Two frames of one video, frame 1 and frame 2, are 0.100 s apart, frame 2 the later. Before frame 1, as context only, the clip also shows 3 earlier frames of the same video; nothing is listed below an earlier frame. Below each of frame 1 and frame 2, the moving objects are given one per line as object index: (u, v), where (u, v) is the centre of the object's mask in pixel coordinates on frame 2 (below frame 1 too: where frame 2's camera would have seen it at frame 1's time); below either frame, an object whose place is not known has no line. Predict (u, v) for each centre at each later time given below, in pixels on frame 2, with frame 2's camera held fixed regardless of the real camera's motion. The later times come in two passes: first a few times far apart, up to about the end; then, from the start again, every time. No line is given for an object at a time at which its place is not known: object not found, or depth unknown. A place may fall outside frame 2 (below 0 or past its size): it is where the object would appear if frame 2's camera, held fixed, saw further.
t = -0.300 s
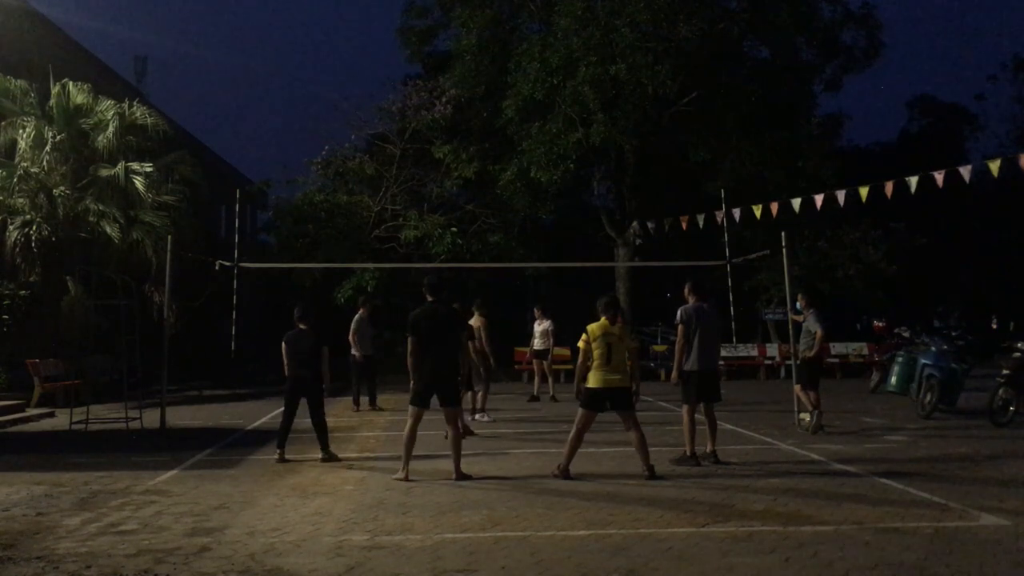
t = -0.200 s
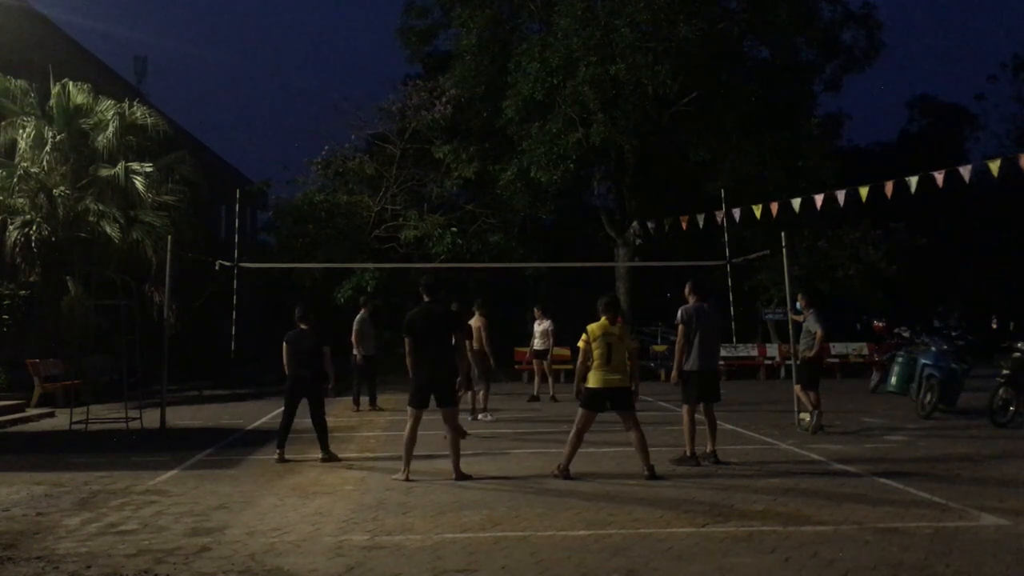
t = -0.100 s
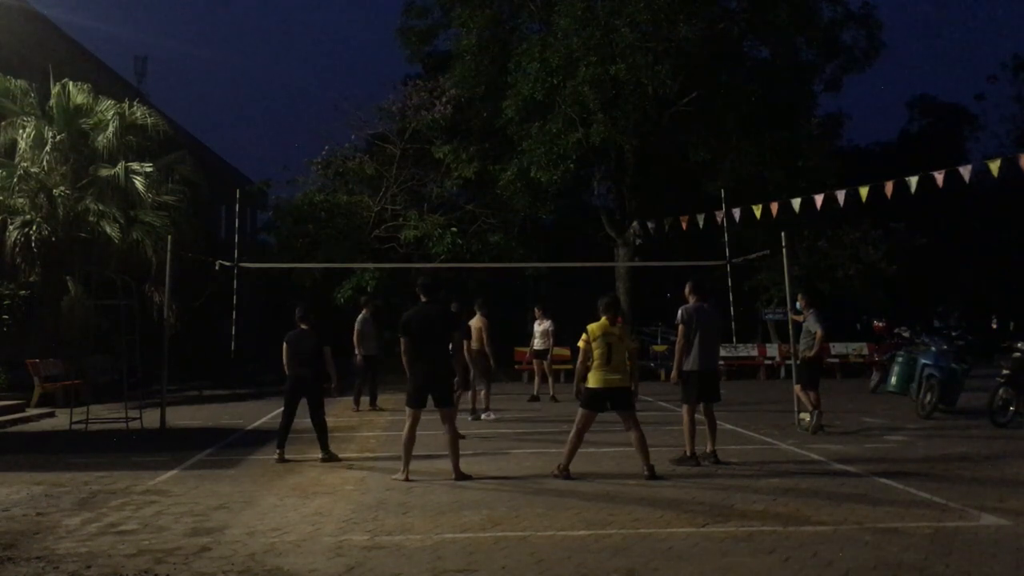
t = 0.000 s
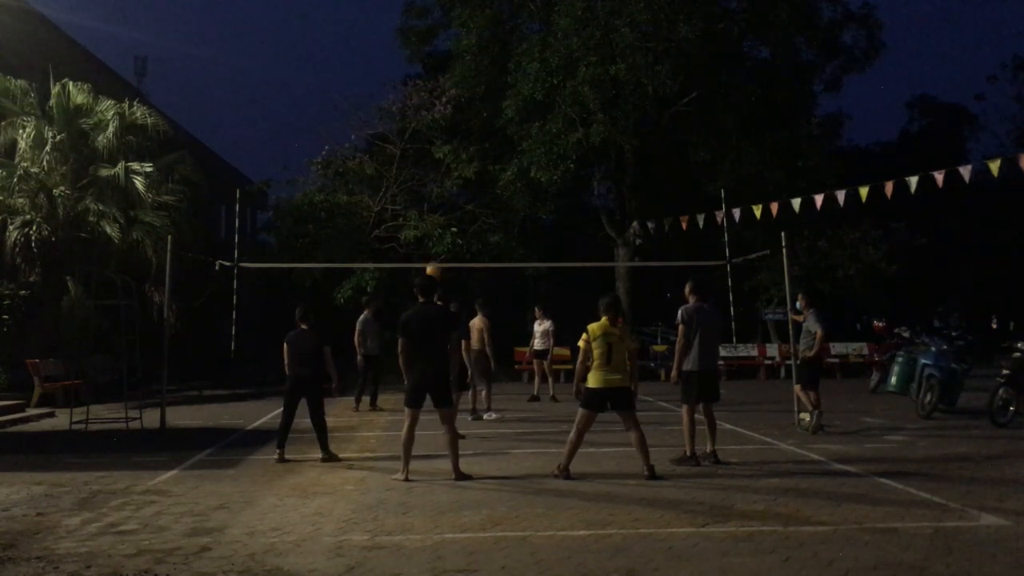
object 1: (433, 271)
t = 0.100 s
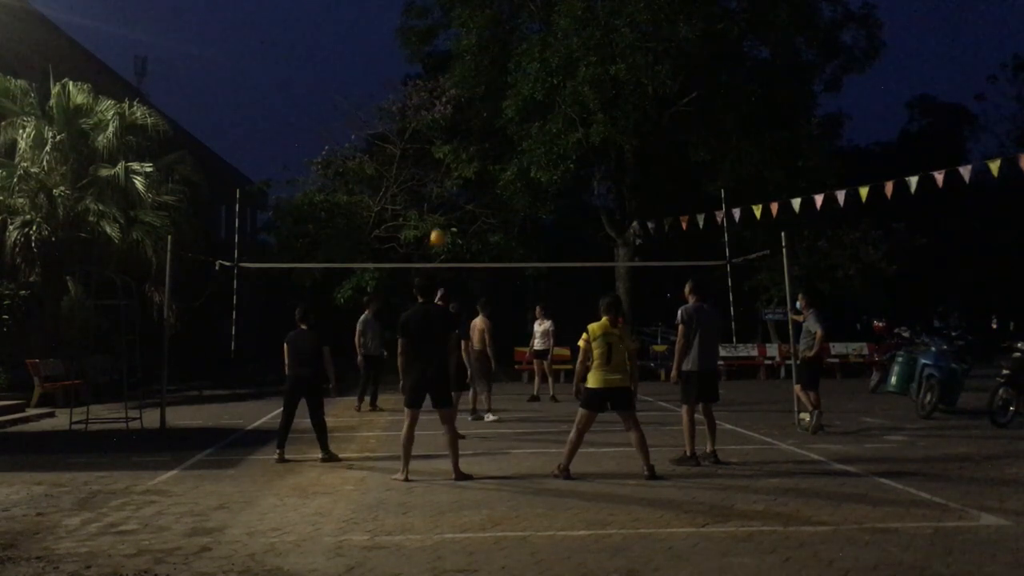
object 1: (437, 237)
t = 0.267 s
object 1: (443, 193)
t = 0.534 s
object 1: (454, 159)
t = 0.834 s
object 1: (470, 194)
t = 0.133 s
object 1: (438, 227)
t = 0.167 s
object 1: (439, 217)
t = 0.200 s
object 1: (440, 208)
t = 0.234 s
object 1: (442, 200)
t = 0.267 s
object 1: (443, 193)
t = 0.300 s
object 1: (444, 185)
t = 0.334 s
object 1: (445, 179)
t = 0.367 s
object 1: (447, 174)
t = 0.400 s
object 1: (448, 169)
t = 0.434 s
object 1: (450, 166)
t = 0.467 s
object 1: (451, 163)
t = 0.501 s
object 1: (452, 161)
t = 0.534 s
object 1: (454, 159)
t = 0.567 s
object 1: (456, 159)
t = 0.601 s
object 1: (457, 160)
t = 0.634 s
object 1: (459, 161)
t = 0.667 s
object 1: (461, 163)
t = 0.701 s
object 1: (462, 167)
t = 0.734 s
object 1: (464, 172)
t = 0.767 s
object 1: (466, 178)
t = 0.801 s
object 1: (468, 185)
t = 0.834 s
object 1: (470, 194)
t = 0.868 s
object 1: (472, 203)
